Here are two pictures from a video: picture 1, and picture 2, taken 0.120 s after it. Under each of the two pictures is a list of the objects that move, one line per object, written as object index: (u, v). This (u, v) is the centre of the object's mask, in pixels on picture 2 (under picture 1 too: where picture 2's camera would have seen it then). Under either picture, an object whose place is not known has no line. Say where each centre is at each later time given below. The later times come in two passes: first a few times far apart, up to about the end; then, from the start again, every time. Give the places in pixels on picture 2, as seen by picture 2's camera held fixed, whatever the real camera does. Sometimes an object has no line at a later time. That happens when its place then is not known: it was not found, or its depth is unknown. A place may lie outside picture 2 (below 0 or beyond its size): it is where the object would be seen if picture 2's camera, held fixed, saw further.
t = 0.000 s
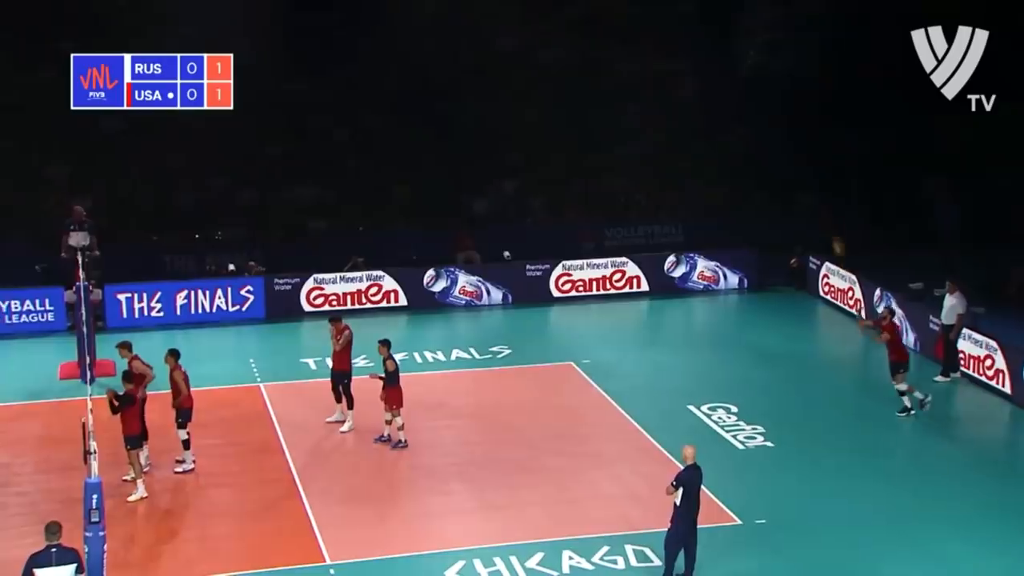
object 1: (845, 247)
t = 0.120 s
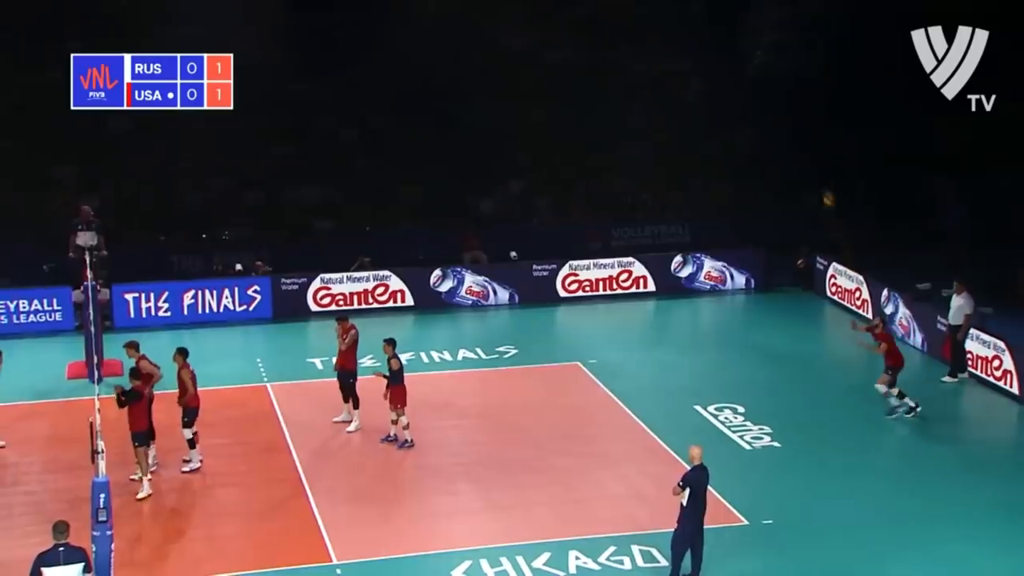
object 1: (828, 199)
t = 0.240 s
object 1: (811, 159)
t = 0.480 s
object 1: (776, 104)
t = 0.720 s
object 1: (739, 85)
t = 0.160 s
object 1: (823, 185)
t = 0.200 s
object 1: (816, 173)
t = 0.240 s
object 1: (811, 159)
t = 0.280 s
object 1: (805, 148)
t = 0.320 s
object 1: (800, 137)
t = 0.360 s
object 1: (795, 130)
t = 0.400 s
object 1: (788, 120)
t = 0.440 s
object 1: (782, 111)
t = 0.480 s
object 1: (776, 104)
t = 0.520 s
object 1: (770, 99)
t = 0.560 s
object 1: (765, 94)
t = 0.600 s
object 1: (758, 91)
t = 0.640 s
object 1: (752, 88)
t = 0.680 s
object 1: (746, 85)
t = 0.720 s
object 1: (739, 85)
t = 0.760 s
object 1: (734, 84)
